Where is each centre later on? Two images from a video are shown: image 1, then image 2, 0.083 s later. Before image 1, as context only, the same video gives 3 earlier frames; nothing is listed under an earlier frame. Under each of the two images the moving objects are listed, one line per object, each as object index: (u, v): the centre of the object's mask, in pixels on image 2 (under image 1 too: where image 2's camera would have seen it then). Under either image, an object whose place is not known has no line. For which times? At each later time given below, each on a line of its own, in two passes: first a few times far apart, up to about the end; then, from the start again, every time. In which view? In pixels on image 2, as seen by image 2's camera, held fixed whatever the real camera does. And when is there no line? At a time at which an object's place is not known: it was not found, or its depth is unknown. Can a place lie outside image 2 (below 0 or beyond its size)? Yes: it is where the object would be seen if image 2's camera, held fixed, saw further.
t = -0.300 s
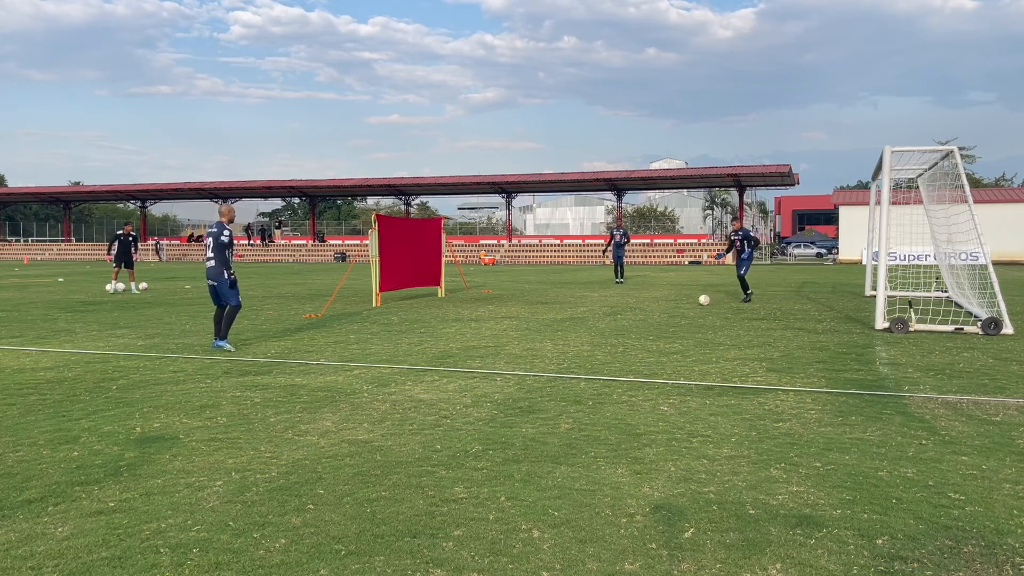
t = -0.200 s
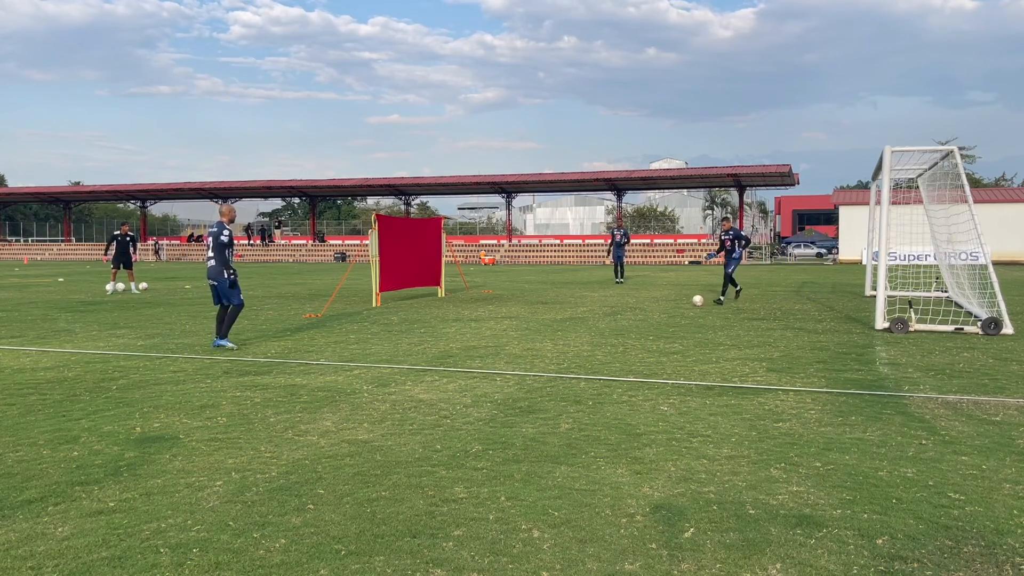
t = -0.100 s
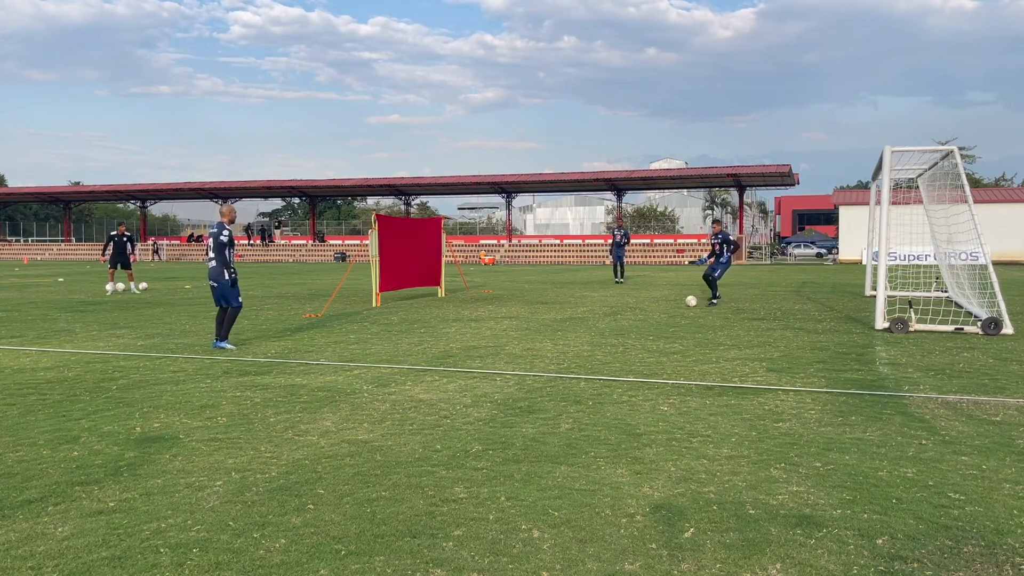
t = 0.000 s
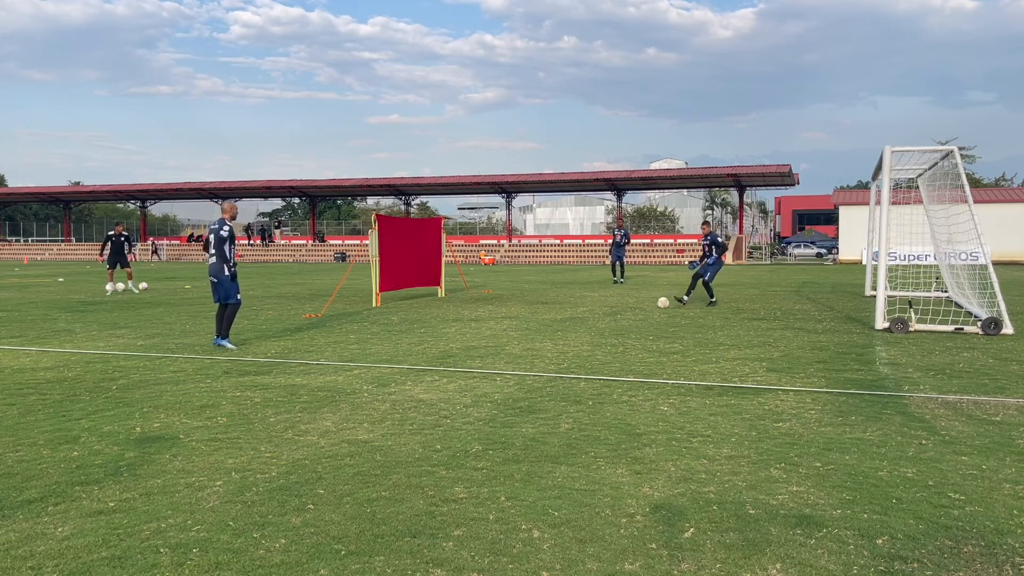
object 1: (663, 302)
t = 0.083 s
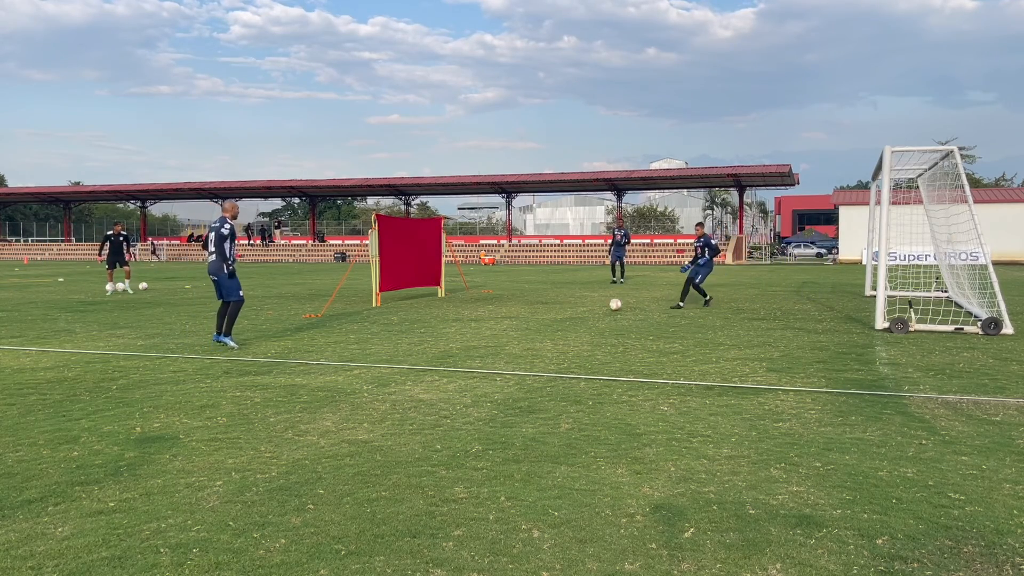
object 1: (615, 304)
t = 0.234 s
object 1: (523, 311)
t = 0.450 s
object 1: (378, 322)
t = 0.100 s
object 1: (605, 305)
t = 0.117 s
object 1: (595, 306)
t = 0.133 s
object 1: (585, 307)
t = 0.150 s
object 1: (575, 308)
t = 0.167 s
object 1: (564, 309)
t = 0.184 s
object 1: (554, 309)
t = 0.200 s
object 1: (544, 310)
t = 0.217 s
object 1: (534, 310)
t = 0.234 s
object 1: (523, 311)
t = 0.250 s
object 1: (512, 312)
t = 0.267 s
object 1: (501, 313)
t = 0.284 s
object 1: (491, 314)
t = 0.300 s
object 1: (479, 315)
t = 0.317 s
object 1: (469, 316)
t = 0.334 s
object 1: (458, 316)
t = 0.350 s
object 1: (447, 317)
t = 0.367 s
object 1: (436, 317)
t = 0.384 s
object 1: (425, 318)
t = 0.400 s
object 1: (413, 318)
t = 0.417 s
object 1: (401, 320)
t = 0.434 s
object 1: (390, 321)
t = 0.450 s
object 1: (378, 322)
